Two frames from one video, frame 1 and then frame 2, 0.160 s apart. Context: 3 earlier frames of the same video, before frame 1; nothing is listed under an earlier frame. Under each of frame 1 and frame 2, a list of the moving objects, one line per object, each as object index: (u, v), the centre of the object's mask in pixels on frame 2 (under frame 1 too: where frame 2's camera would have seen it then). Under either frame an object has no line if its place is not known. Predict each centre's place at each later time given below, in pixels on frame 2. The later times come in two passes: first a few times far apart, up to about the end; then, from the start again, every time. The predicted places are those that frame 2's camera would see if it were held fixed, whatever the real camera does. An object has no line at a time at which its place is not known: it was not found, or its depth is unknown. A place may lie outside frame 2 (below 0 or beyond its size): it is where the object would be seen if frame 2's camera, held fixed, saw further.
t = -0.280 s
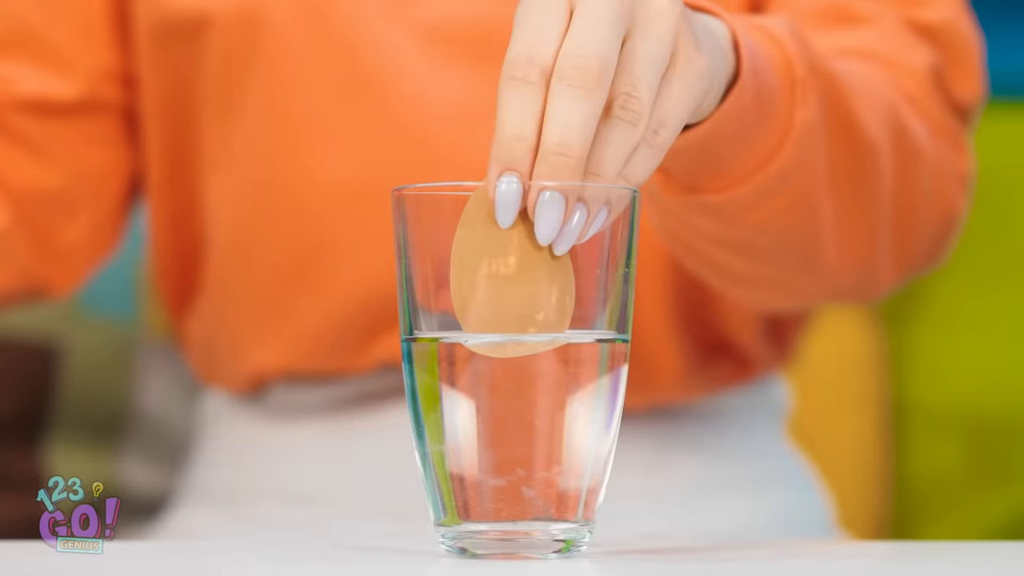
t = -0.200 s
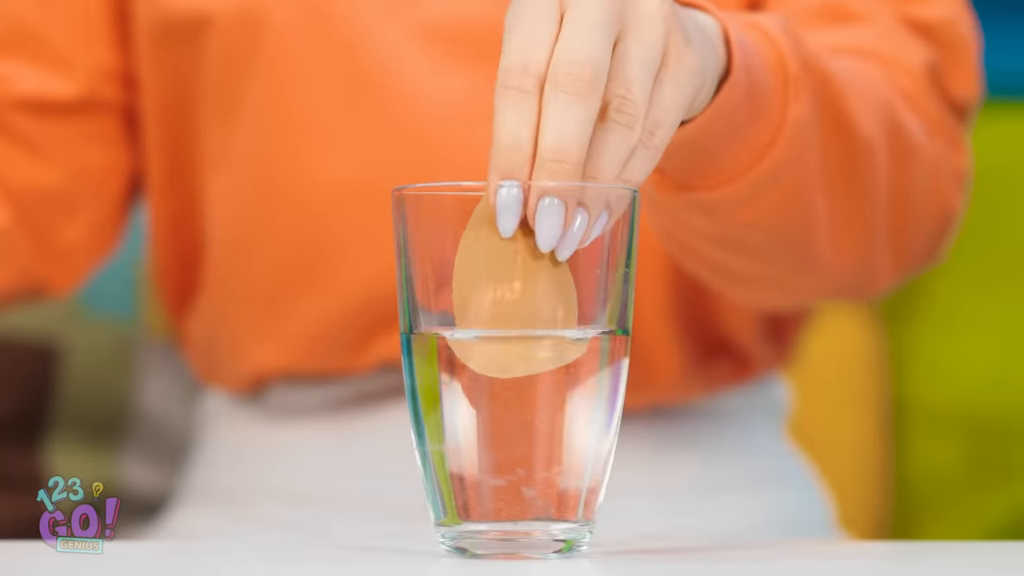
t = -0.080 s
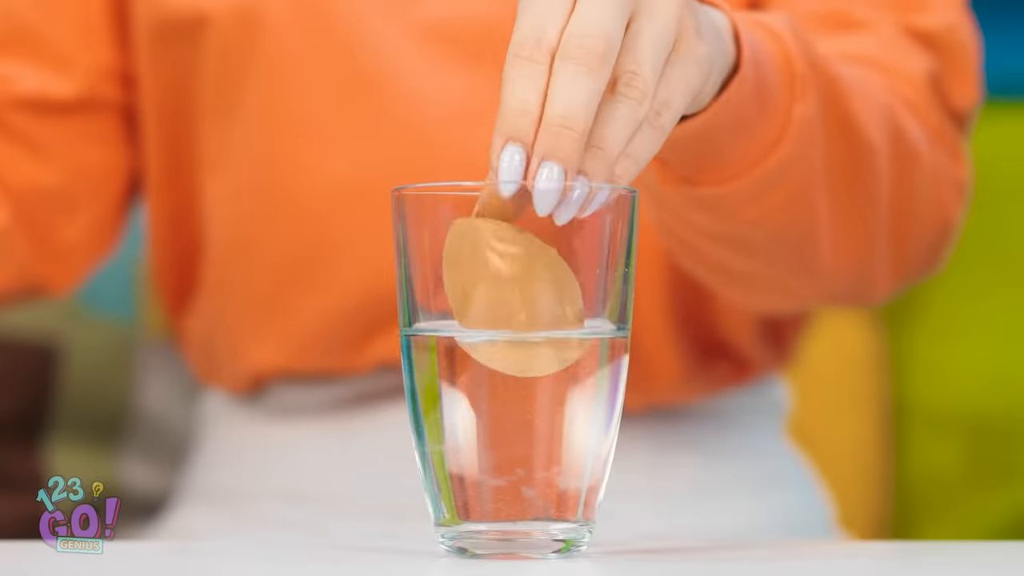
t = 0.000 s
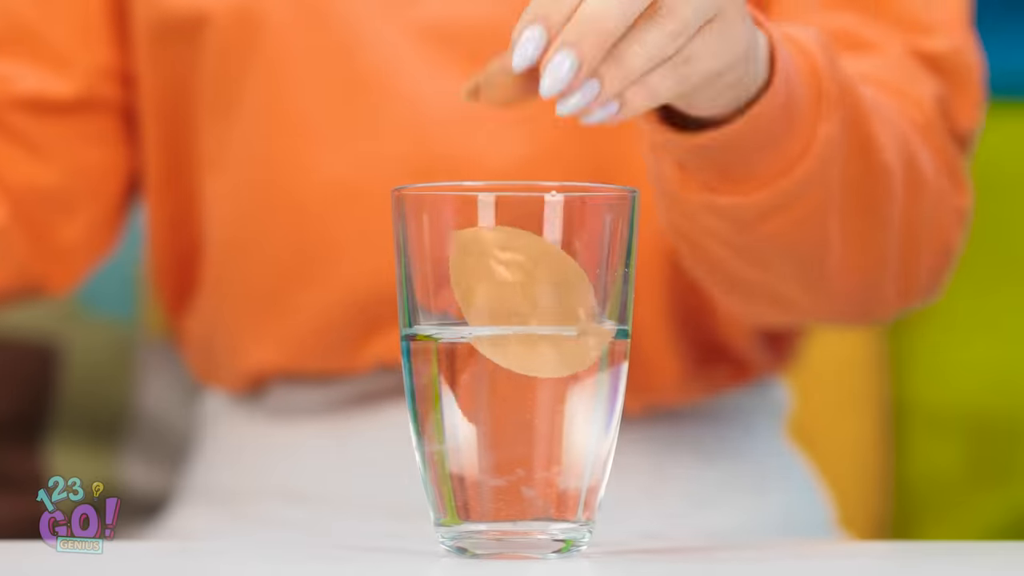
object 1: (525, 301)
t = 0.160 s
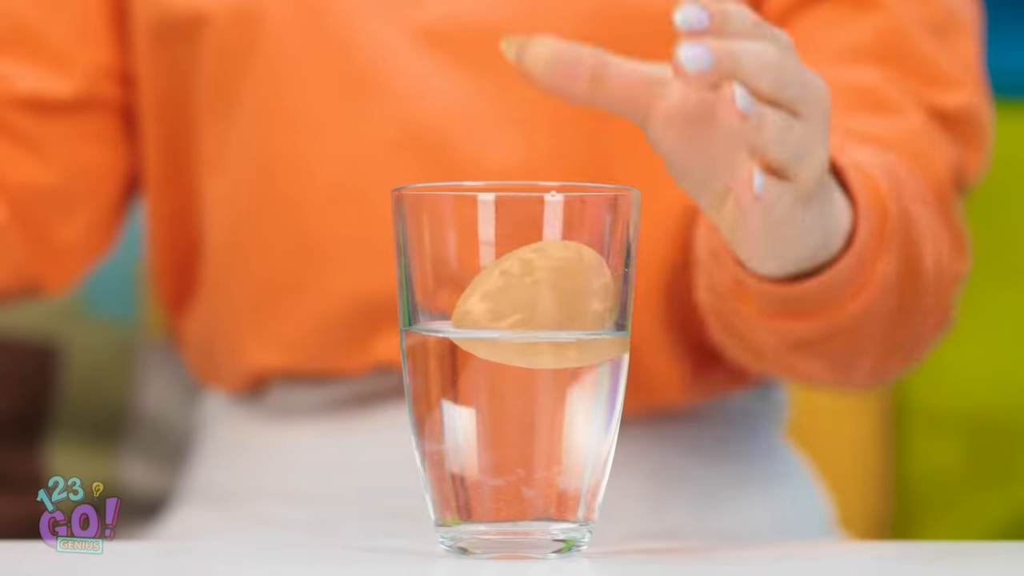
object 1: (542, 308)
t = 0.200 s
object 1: (541, 309)
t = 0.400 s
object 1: (522, 311)
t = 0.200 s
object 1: (541, 309)
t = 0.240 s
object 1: (538, 312)
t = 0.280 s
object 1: (531, 314)
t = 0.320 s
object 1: (525, 313)
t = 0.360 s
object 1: (523, 311)
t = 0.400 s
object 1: (522, 311)
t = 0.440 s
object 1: (521, 310)
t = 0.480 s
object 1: (519, 310)
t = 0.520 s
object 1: (517, 313)
